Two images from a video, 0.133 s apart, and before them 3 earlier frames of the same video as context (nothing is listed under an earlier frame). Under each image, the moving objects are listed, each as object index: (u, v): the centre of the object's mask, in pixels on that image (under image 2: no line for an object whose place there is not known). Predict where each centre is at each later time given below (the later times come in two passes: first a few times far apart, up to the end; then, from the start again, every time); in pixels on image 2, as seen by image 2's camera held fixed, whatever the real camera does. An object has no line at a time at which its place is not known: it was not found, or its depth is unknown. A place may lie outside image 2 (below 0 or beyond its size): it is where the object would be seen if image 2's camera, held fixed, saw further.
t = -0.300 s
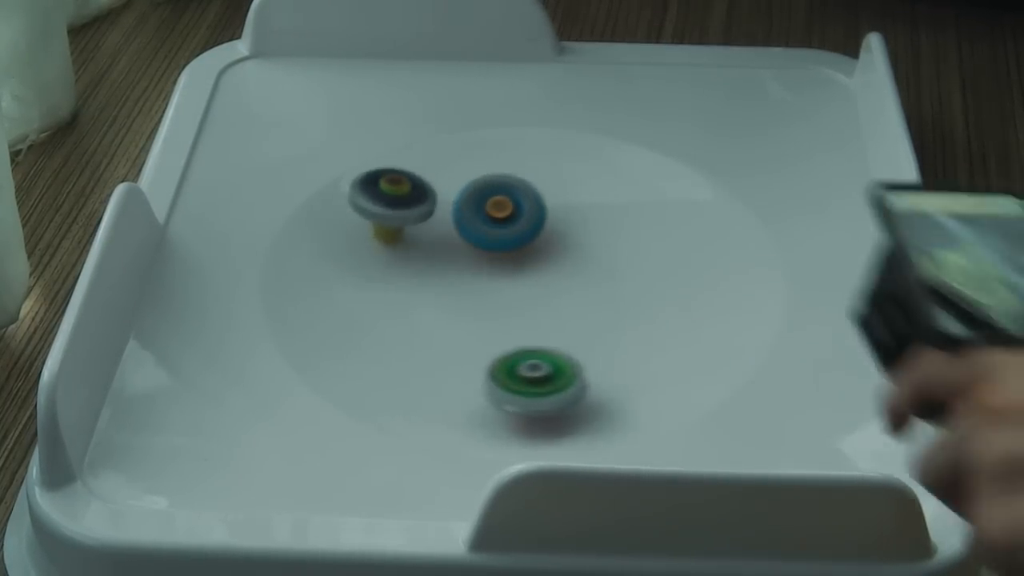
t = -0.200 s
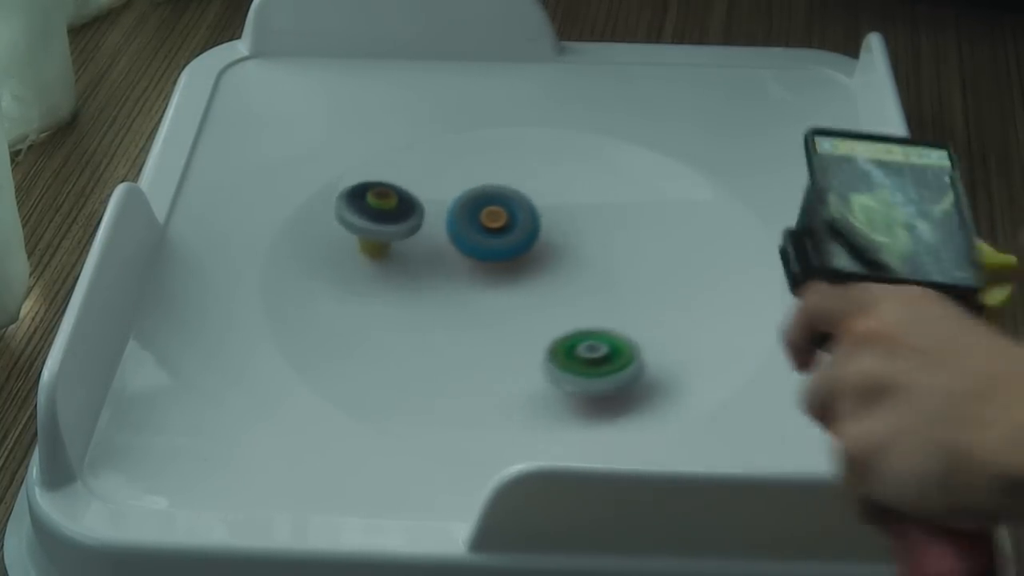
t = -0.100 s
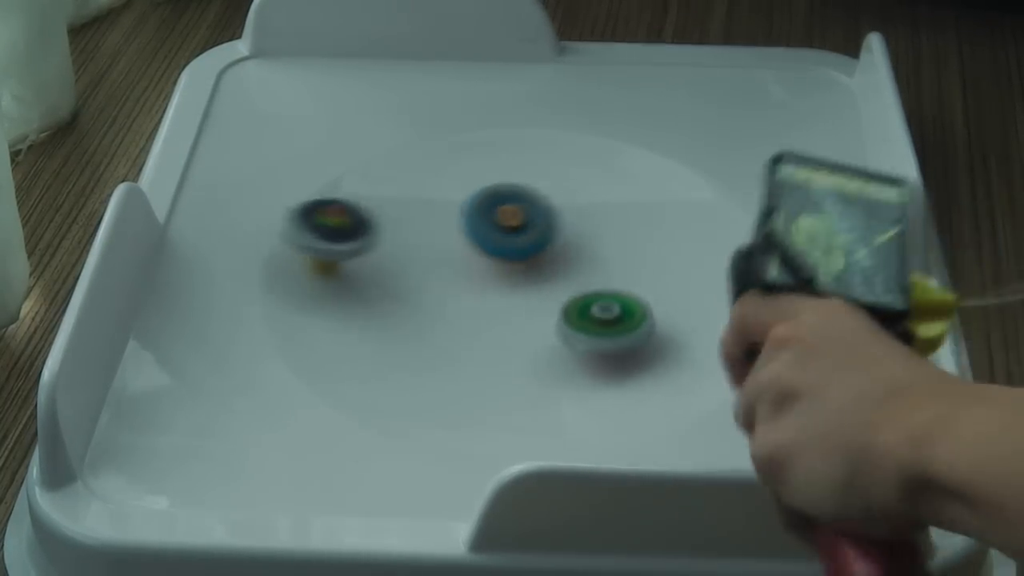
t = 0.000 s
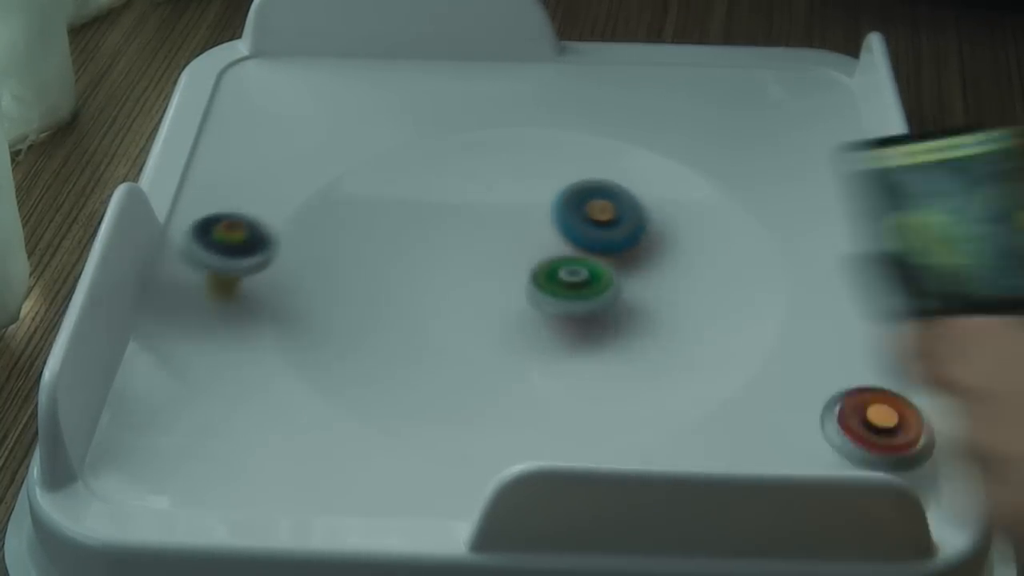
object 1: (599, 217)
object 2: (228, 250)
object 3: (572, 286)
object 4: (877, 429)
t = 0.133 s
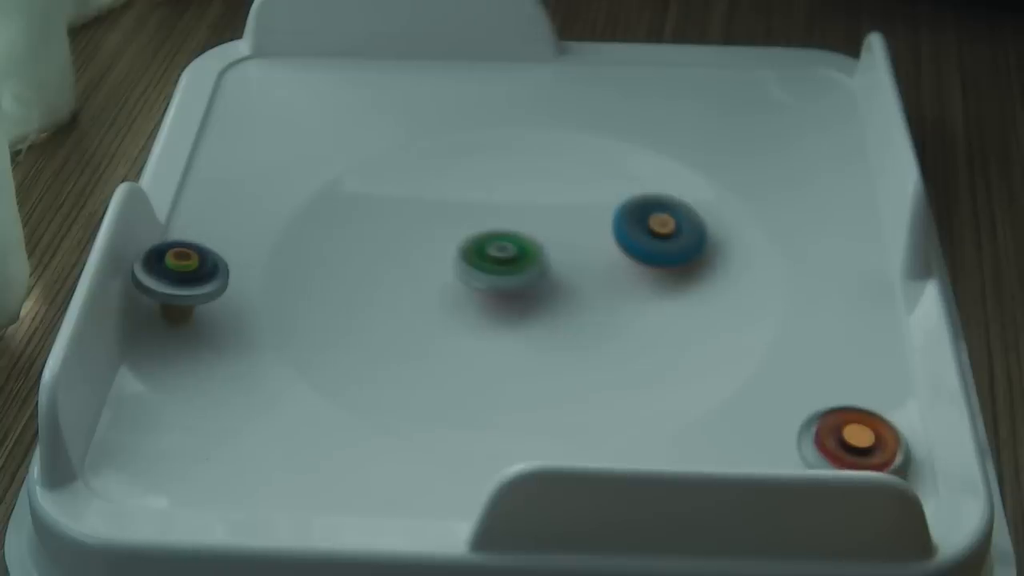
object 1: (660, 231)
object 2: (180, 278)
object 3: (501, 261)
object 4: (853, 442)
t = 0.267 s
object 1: (637, 280)
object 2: (197, 295)
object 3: (417, 249)
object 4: (811, 404)
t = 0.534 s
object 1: (544, 359)
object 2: (271, 304)
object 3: (347, 318)
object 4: (675, 199)
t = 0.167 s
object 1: (659, 241)
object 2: (180, 284)
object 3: (480, 257)
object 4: (843, 437)
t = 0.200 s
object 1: (655, 254)
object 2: (184, 288)
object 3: (459, 254)
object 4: (833, 431)
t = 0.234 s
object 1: (646, 267)
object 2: (189, 292)
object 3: (437, 250)
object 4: (823, 421)
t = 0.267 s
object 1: (637, 280)
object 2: (197, 295)
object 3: (417, 249)
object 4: (811, 404)
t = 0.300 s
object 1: (627, 293)
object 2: (205, 298)
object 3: (399, 250)
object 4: (799, 386)
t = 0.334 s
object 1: (617, 304)
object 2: (214, 300)
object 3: (383, 254)
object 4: (786, 364)
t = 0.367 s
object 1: (607, 314)
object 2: (223, 303)
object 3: (368, 261)
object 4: (774, 340)
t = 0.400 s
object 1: (597, 323)
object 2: (233, 304)
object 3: (354, 269)
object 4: (761, 316)
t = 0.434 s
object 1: (585, 333)
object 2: (243, 305)
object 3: (345, 278)
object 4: (744, 290)
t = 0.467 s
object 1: (573, 343)
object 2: (251, 305)
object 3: (340, 290)
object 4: (725, 263)
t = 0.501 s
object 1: (559, 351)
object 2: (262, 305)
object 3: (343, 302)
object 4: (702, 233)
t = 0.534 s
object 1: (544, 359)
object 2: (271, 304)
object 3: (347, 318)
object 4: (675, 199)
